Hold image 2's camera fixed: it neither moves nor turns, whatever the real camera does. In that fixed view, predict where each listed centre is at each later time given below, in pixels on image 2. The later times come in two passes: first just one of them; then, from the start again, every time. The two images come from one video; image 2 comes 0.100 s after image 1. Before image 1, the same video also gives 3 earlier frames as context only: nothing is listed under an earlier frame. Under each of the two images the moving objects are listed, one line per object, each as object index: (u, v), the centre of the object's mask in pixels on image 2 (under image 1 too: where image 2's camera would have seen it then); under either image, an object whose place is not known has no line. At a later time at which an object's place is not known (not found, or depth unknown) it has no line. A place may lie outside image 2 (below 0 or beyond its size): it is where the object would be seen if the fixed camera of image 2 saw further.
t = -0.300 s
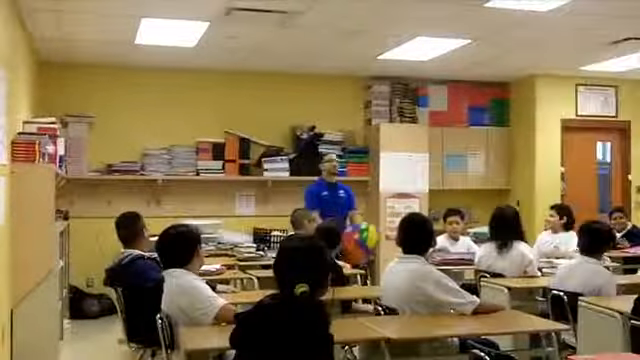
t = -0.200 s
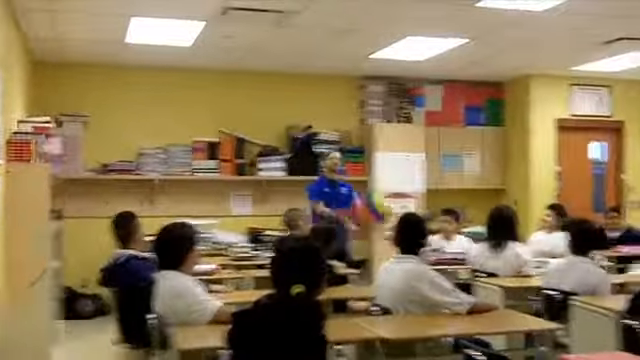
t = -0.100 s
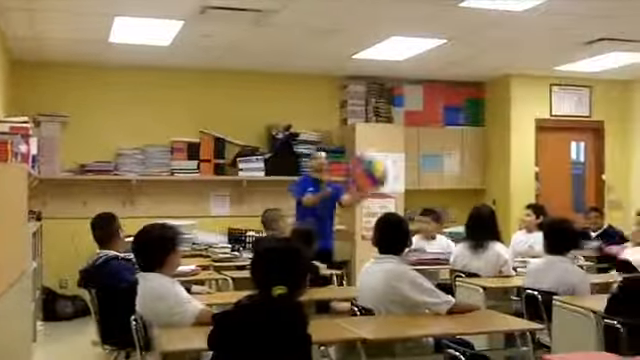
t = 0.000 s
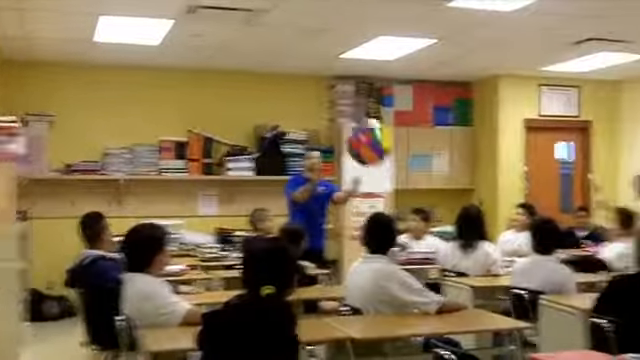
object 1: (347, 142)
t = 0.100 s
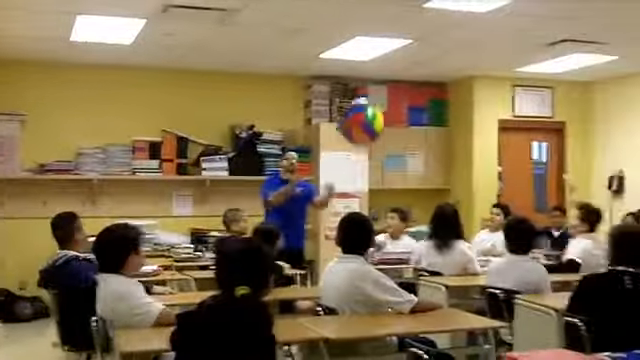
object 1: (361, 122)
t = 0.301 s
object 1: (394, 106)
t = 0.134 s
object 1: (367, 117)
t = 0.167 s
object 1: (372, 112)
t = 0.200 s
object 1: (378, 109)
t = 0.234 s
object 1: (384, 108)
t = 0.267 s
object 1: (388, 106)
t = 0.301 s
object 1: (394, 106)
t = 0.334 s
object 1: (402, 107)
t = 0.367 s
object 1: (405, 110)
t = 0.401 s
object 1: (413, 113)
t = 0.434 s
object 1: (417, 118)
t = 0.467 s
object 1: (421, 125)
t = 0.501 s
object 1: (425, 132)
